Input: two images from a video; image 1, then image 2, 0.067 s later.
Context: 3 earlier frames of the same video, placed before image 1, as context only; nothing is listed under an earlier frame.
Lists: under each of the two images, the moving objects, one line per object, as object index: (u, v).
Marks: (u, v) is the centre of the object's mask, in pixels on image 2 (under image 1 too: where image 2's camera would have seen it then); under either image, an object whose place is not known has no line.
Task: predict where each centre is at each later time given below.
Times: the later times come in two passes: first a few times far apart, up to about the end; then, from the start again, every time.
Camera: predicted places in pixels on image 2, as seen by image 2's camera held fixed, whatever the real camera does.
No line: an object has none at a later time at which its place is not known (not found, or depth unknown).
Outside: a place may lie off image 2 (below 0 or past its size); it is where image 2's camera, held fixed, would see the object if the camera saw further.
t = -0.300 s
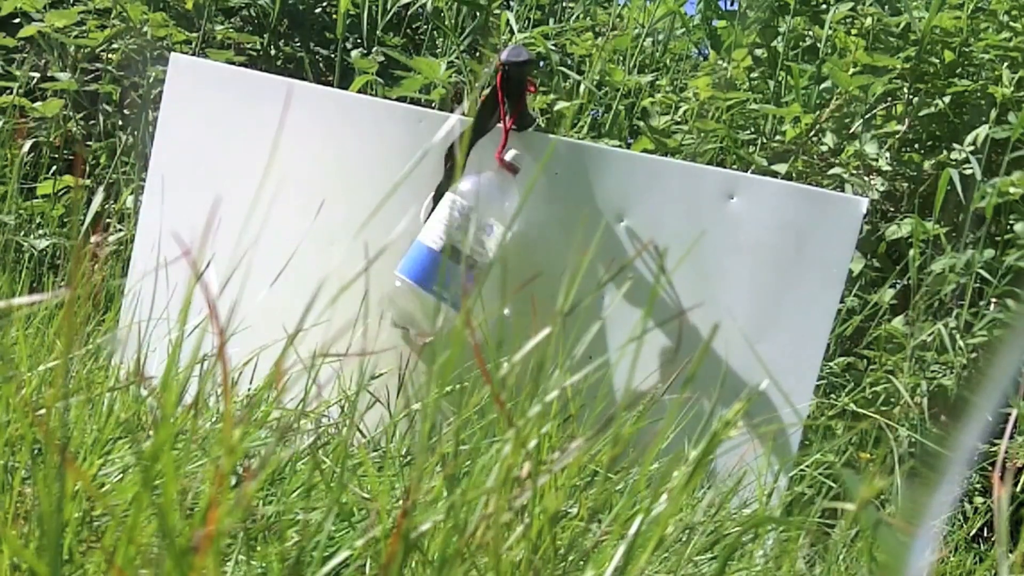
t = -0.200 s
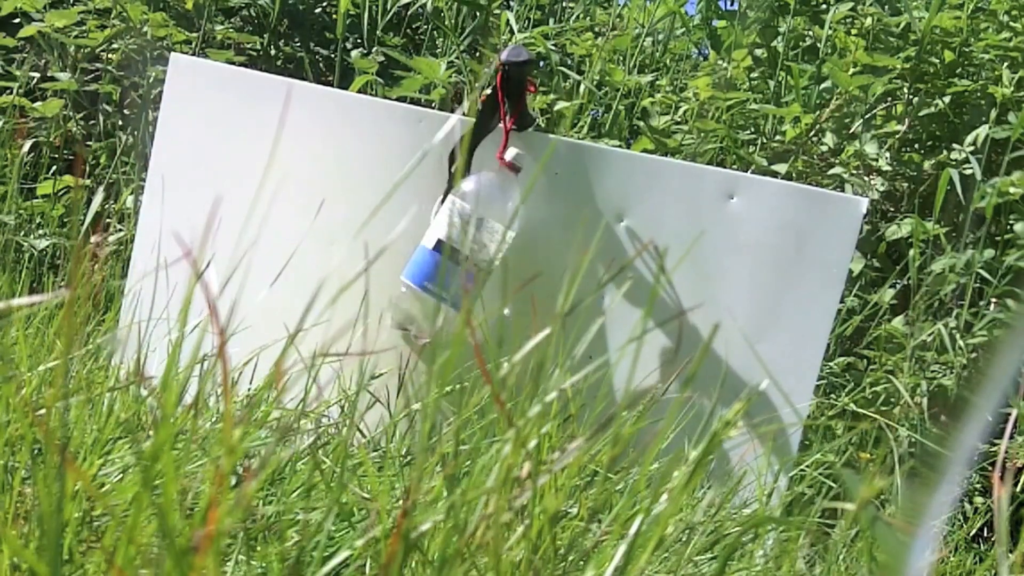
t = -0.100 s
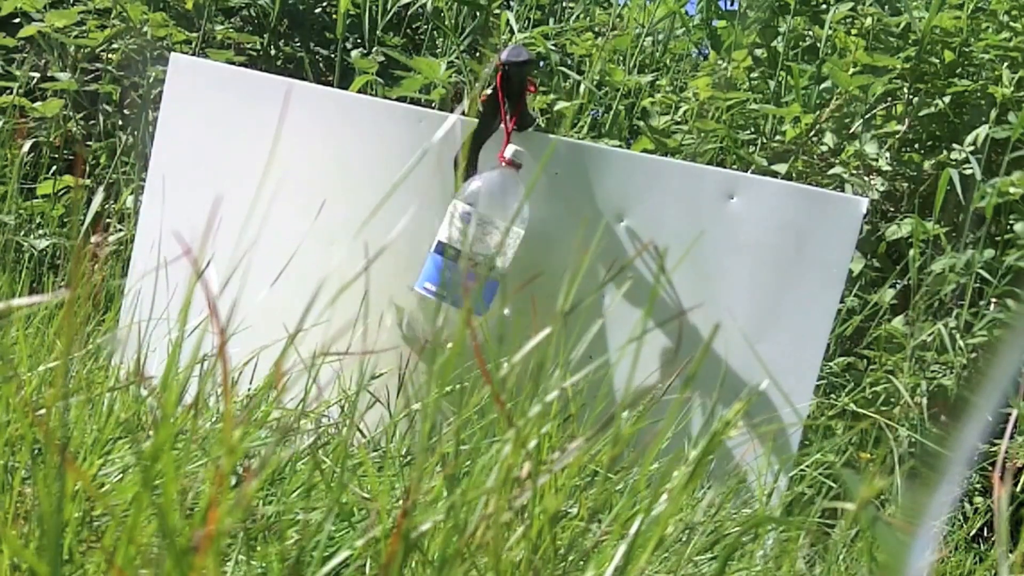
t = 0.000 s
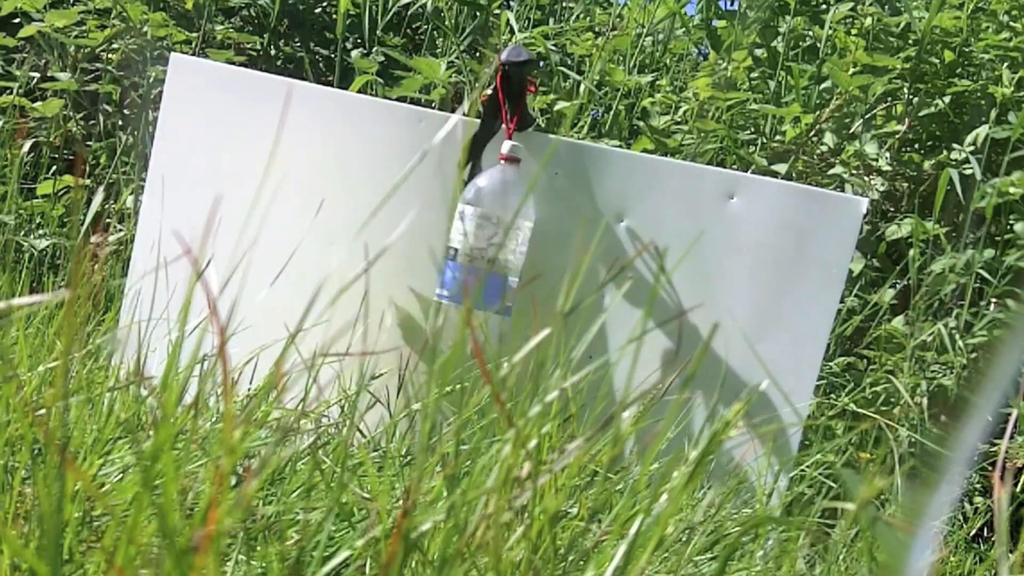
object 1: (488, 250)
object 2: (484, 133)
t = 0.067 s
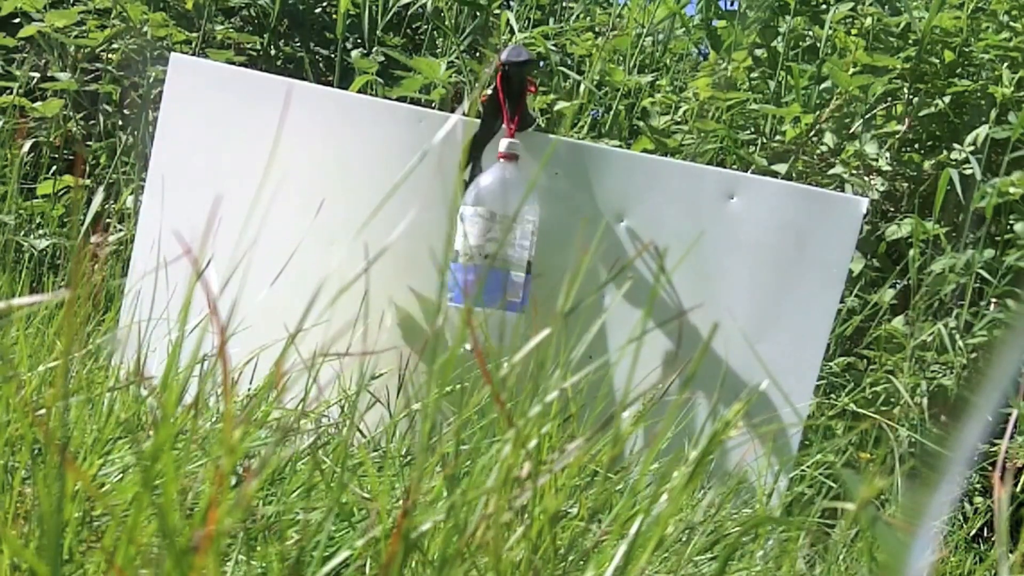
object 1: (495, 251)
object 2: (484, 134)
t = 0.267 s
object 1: (505, 252)
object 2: (470, 161)
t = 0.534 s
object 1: (492, 258)
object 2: (459, 160)
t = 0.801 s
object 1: (473, 264)
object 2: (459, 162)
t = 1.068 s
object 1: (477, 263)
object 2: (459, 163)
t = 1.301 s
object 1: (490, 253)
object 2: (478, 137)
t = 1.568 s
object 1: (492, 257)
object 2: (472, 153)
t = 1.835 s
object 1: (487, 258)
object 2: (456, 166)
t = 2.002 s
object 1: (486, 257)
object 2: (454, 167)
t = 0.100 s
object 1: (498, 250)
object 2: (484, 135)
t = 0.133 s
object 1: (501, 251)
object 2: (484, 135)
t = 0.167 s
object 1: (504, 251)
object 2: (483, 135)
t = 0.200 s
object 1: (505, 251)
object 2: (475, 155)
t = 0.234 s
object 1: (506, 251)
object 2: (478, 148)
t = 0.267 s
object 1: (505, 252)
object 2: (470, 161)
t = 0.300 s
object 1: (505, 252)
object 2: (469, 160)
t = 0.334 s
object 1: (504, 253)
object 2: (467, 159)
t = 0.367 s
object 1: (502, 253)
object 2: (467, 161)
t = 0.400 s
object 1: (501, 254)
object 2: (468, 155)
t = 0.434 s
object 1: (499, 254)
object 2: (459, 160)
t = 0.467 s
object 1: (497, 254)
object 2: (459, 162)
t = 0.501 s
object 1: (495, 257)
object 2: (459, 159)
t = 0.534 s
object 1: (492, 258)
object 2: (459, 160)
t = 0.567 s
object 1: (490, 258)
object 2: (459, 161)
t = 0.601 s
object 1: (488, 257)
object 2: (459, 161)
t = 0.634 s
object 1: (486, 258)
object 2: (458, 161)
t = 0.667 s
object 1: (480, 262)
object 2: (457, 162)
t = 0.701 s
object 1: (478, 261)
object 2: (458, 163)
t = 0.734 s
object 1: (476, 262)
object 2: (458, 163)
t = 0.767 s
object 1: (475, 264)
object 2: (459, 162)
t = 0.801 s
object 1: (473, 264)
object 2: (459, 162)
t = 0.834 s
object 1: (471, 259)
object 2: (459, 164)
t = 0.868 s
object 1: (472, 265)
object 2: (458, 165)
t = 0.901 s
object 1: (473, 263)
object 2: (458, 165)
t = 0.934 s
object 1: (474, 264)
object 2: (458, 165)
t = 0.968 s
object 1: (474, 264)
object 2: (459, 164)
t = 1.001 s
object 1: (475, 264)
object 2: (459, 163)
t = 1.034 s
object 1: (474, 258)
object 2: (459, 164)
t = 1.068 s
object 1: (477, 263)
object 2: (459, 163)
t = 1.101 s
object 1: (478, 255)
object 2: (459, 163)
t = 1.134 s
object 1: (480, 254)
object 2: (467, 163)
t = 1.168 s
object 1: (482, 255)
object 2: (468, 162)
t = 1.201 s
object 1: (484, 256)
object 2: (471, 151)
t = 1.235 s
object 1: (487, 254)
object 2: (473, 147)
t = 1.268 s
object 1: (489, 253)
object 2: (477, 137)
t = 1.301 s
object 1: (490, 253)
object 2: (478, 137)
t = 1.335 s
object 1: (491, 253)
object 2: (479, 136)
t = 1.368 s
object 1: (491, 255)
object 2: (478, 137)
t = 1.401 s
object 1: (492, 256)
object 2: (479, 137)
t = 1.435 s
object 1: (492, 257)
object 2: (479, 136)
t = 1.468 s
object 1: (492, 257)
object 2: (479, 135)
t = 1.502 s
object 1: (492, 257)
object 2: (471, 154)
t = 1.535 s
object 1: (493, 256)
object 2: (473, 150)
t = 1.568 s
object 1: (492, 257)
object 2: (472, 153)
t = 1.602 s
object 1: (491, 258)
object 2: (466, 163)
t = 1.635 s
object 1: (491, 258)
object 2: (469, 154)
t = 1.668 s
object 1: (490, 258)
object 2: (467, 163)
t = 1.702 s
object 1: (490, 259)
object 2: (458, 165)
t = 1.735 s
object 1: (489, 259)
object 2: (458, 165)
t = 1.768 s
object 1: (488, 259)
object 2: (458, 165)
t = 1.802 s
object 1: (488, 259)
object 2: (457, 165)
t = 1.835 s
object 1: (487, 258)
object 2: (456, 166)
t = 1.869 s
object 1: (487, 258)
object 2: (455, 166)
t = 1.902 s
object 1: (487, 258)
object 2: (455, 166)
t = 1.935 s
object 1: (487, 258)
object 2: (454, 166)
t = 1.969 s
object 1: (487, 258)
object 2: (454, 166)
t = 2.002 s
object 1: (486, 257)
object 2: (454, 167)
